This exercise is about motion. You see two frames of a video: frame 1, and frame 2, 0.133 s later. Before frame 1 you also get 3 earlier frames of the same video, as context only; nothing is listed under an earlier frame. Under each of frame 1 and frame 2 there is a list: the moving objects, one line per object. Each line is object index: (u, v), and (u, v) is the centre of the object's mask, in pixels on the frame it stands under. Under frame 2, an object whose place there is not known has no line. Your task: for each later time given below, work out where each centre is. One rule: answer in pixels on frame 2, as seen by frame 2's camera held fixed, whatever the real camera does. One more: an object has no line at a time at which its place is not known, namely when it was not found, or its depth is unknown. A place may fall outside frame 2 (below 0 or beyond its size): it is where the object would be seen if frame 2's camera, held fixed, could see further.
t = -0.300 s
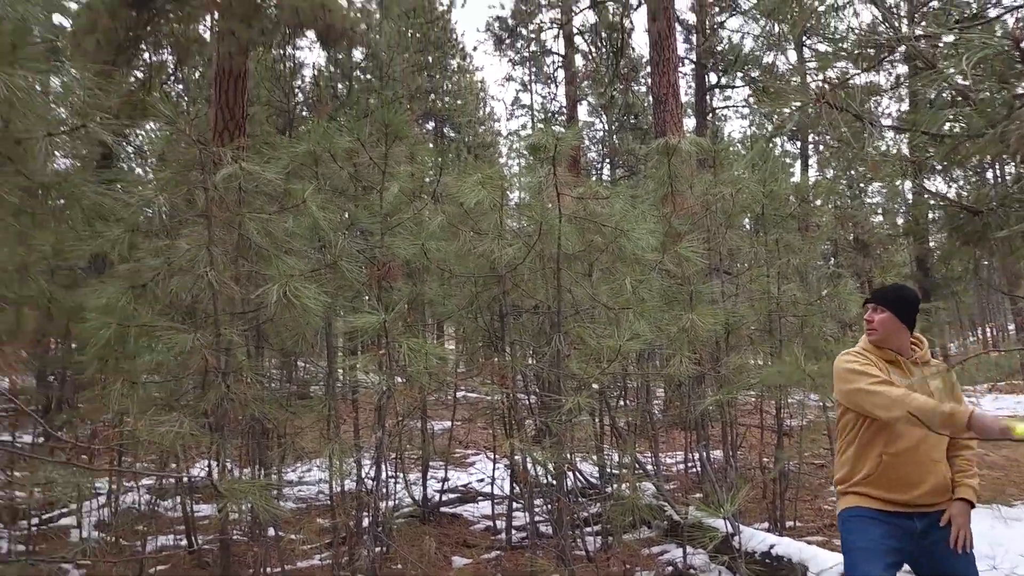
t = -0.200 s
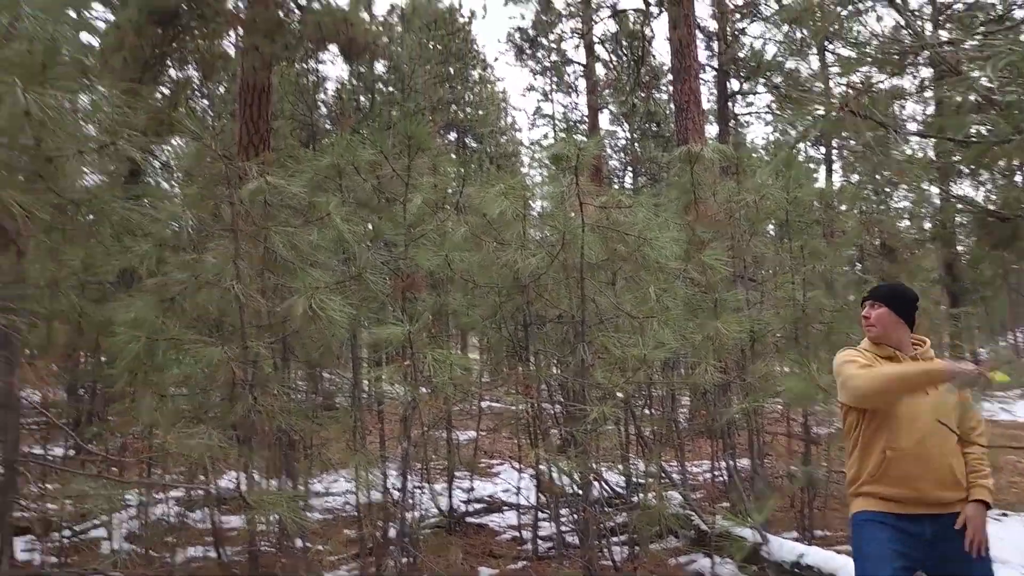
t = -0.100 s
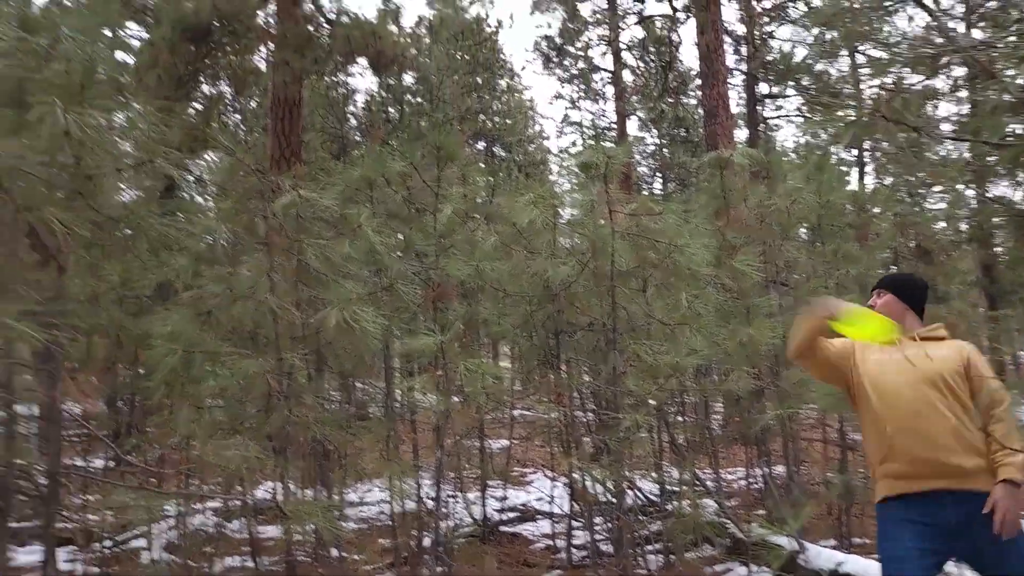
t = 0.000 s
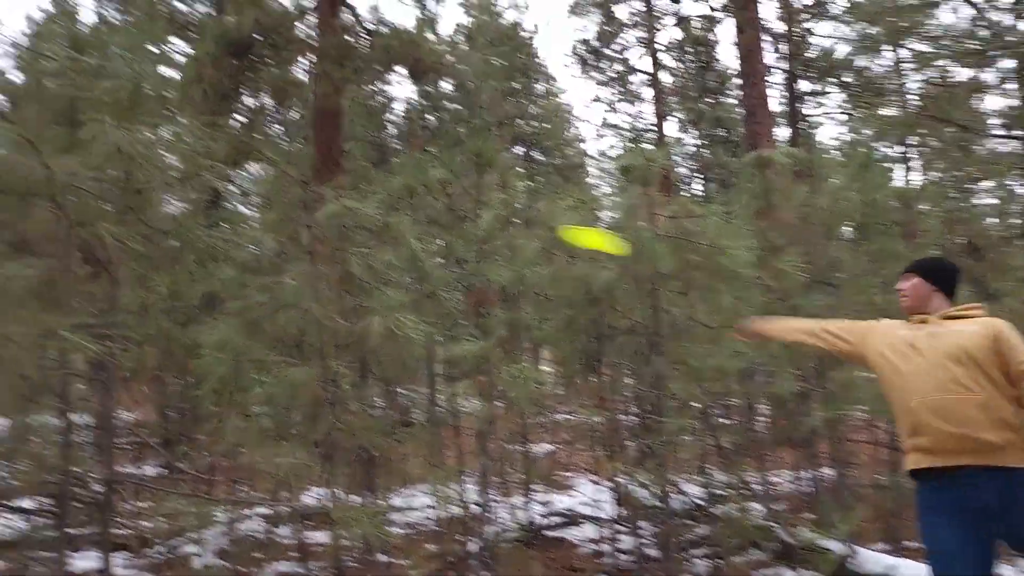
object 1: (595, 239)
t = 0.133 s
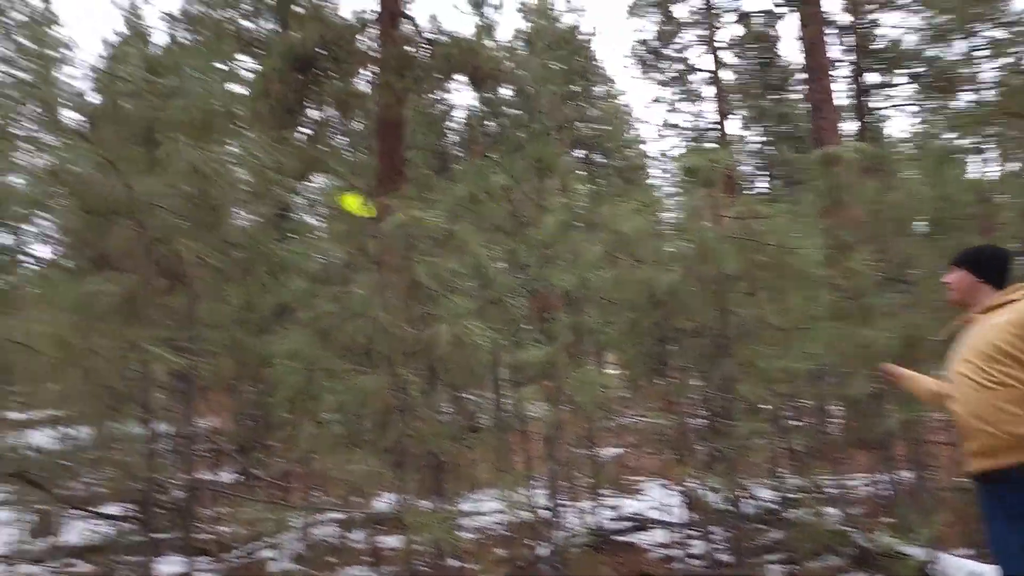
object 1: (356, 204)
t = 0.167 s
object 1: (302, 202)
